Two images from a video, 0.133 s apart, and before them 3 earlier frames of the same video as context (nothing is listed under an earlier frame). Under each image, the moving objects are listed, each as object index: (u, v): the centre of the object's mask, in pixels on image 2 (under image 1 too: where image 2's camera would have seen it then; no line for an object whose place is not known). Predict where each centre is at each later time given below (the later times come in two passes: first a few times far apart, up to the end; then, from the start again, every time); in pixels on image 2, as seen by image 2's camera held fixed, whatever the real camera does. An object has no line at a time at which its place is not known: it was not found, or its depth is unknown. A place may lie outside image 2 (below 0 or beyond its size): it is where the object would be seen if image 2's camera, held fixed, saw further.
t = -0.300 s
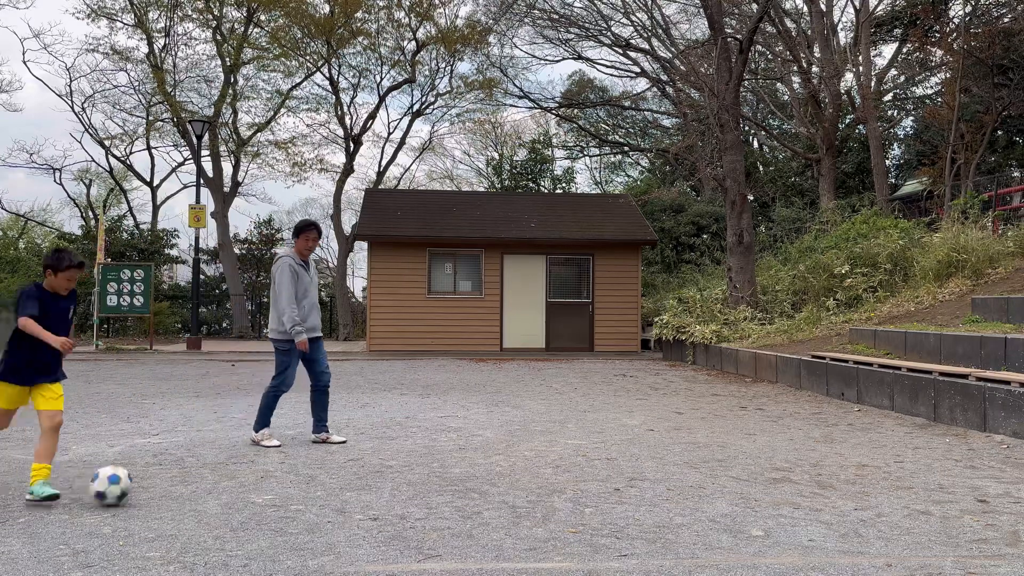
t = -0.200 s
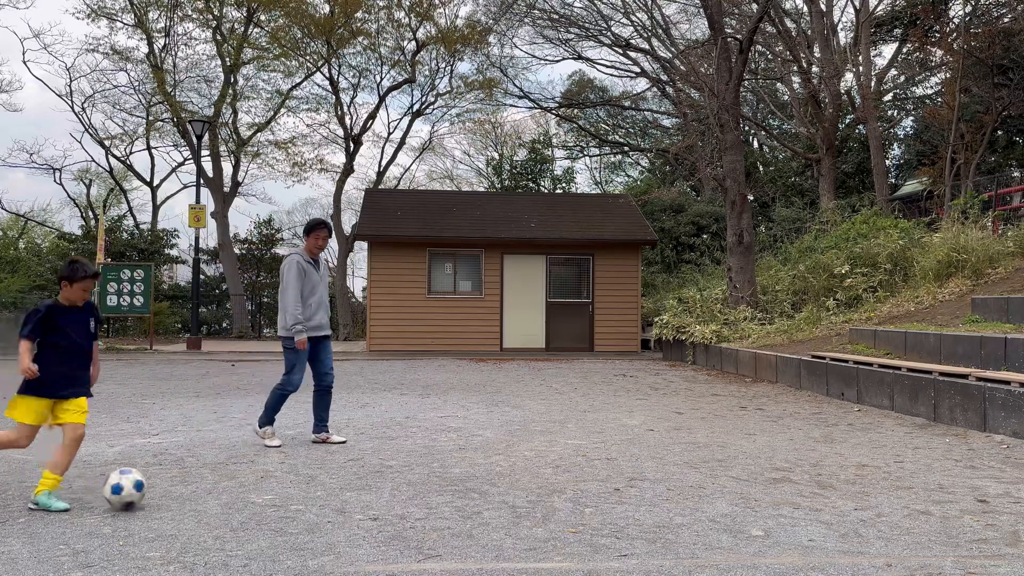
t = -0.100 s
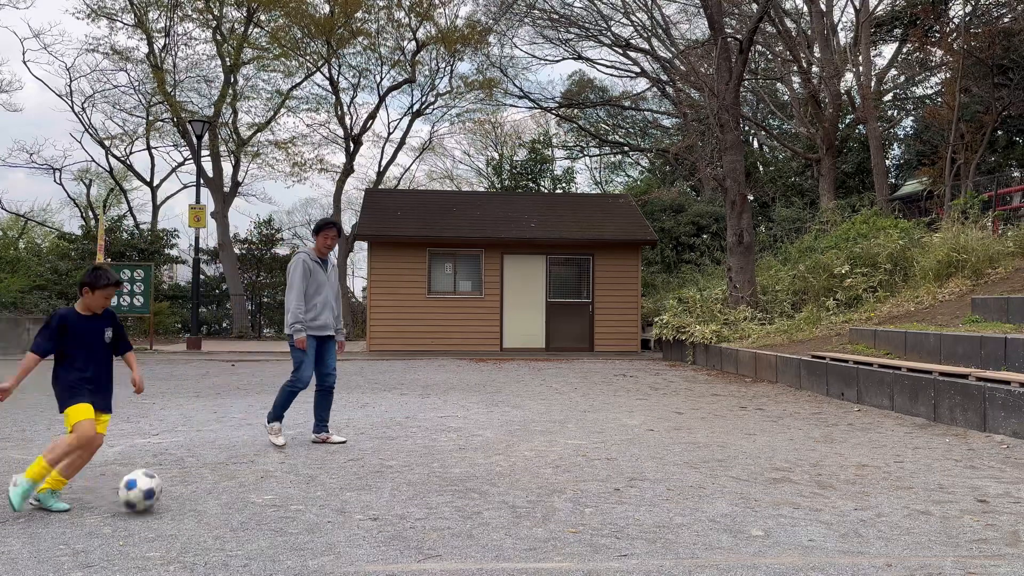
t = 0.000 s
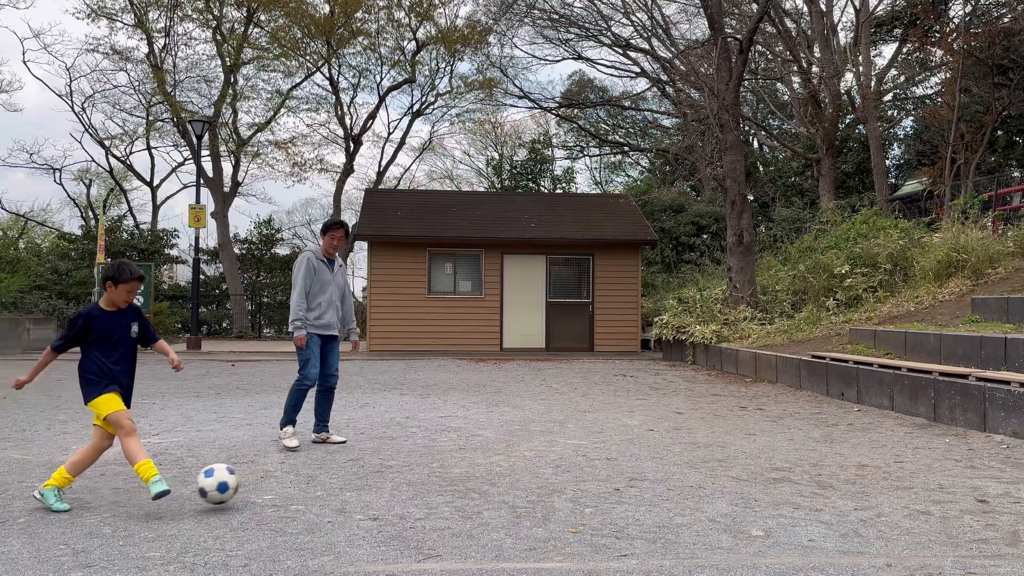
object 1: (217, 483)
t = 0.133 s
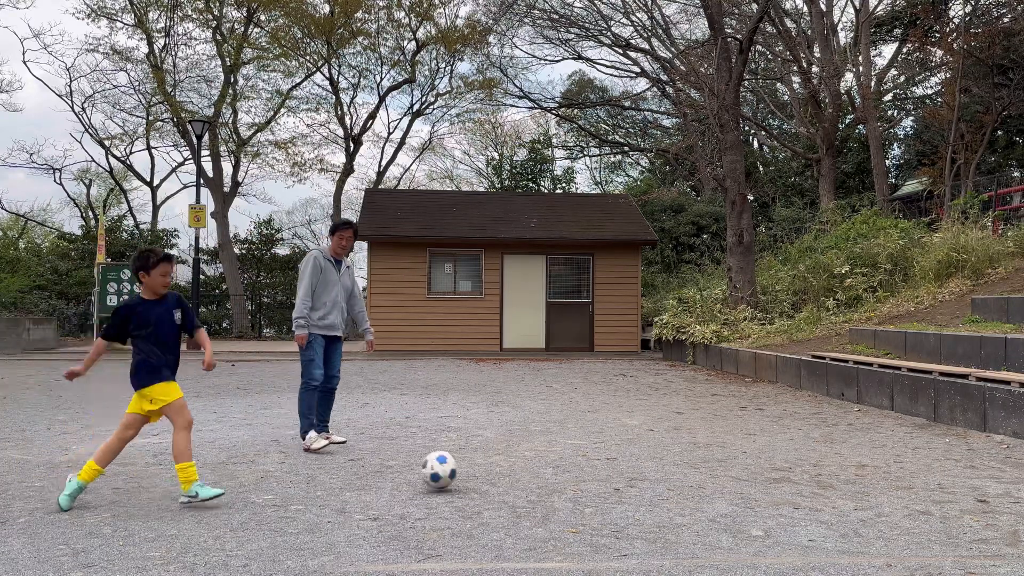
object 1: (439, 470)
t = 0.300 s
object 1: (640, 456)
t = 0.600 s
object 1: (888, 447)
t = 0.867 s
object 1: (1010, 421)
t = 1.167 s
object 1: (838, 420)
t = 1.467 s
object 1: (730, 421)
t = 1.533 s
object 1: (711, 428)
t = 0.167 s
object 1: (486, 469)
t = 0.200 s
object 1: (528, 465)
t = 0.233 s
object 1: (567, 464)
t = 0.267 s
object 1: (605, 460)
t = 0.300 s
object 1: (640, 456)
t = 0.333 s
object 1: (674, 453)
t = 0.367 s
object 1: (705, 453)
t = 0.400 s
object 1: (738, 455)
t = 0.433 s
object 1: (765, 451)
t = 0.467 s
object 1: (792, 449)
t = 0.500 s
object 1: (818, 448)
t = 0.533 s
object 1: (843, 450)
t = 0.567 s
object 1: (866, 448)
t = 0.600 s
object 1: (888, 447)
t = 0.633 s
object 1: (910, 446)
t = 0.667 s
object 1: (930, 444)
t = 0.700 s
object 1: (950, 444)
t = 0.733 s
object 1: (969, 437)
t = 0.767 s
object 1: (988, 434)
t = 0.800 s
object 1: (1006, 430)
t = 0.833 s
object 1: (1016, 429)
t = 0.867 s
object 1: (1010, 421)
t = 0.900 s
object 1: (990, 414)
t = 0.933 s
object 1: (972, 410)
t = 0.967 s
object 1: (953, 408)
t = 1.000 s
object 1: (934, 406)
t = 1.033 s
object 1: (915, 406)
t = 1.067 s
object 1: (896, 407)
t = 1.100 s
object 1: (877, 410)
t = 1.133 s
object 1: (857, 414)
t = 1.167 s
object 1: (838, 420)
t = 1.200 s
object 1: (819, 427)
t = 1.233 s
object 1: (800, 438)
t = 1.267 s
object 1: (787, 437)
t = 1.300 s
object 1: (777, 430)
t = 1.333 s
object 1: (767, 425)
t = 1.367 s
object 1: (758, 422)
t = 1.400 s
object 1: (749, 420)
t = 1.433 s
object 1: (739, 419)
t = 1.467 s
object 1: (730, 421)
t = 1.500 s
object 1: (720, 424)
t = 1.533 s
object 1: (711, 428)
